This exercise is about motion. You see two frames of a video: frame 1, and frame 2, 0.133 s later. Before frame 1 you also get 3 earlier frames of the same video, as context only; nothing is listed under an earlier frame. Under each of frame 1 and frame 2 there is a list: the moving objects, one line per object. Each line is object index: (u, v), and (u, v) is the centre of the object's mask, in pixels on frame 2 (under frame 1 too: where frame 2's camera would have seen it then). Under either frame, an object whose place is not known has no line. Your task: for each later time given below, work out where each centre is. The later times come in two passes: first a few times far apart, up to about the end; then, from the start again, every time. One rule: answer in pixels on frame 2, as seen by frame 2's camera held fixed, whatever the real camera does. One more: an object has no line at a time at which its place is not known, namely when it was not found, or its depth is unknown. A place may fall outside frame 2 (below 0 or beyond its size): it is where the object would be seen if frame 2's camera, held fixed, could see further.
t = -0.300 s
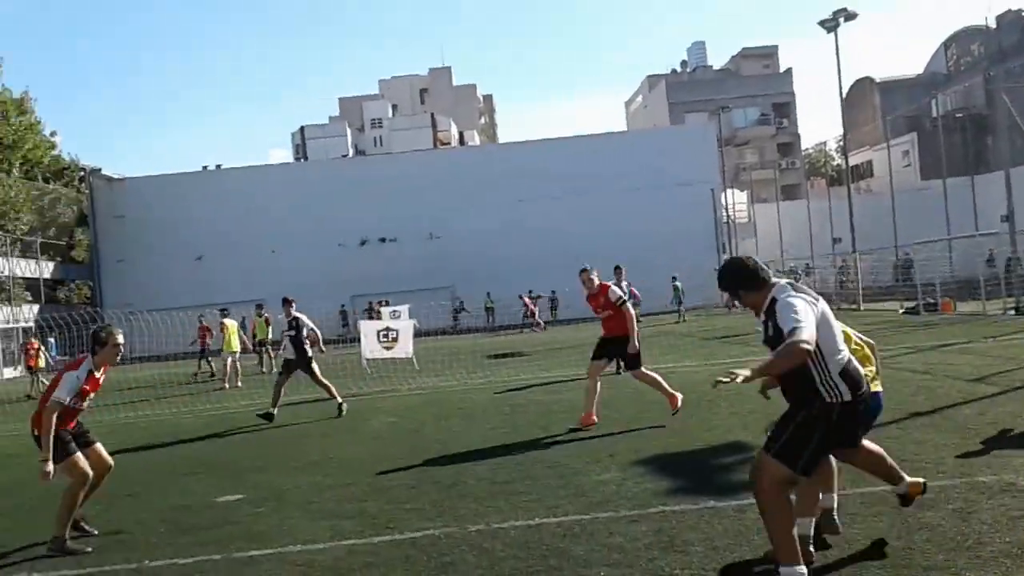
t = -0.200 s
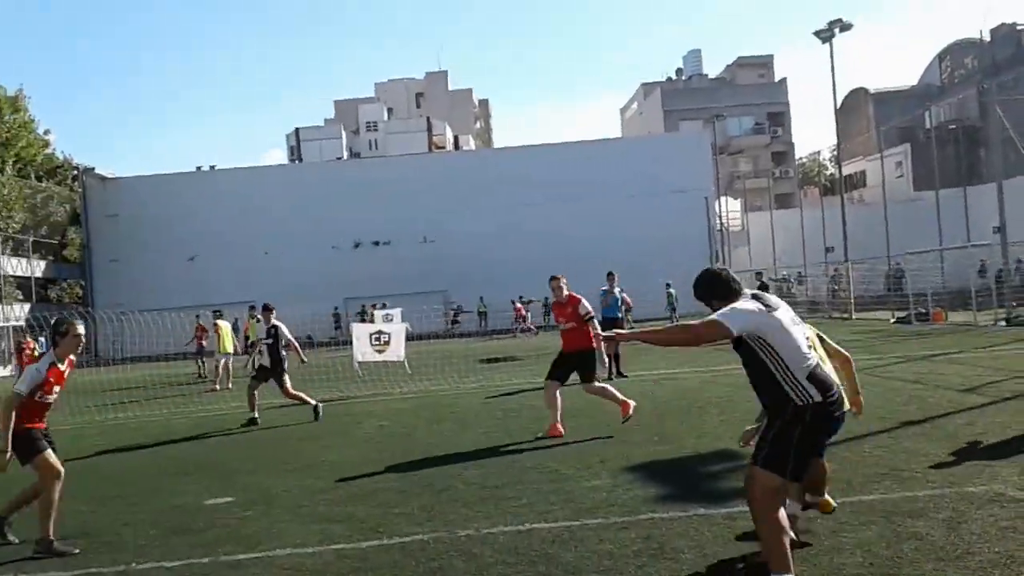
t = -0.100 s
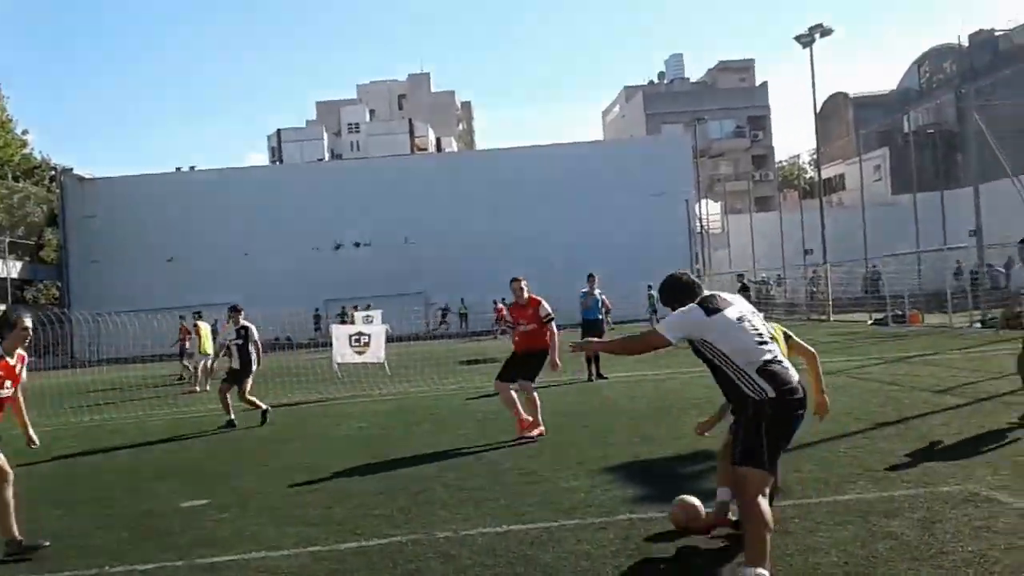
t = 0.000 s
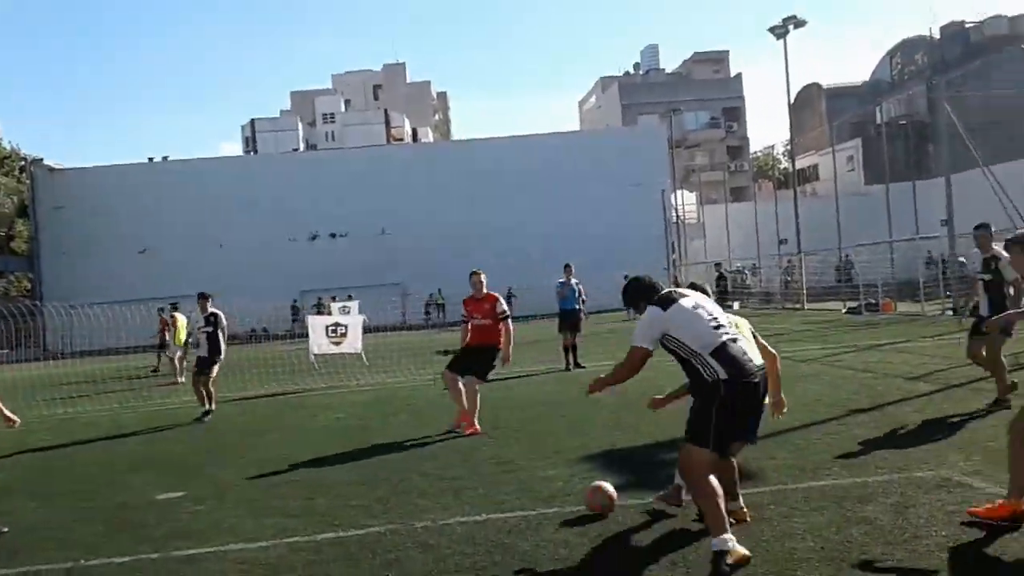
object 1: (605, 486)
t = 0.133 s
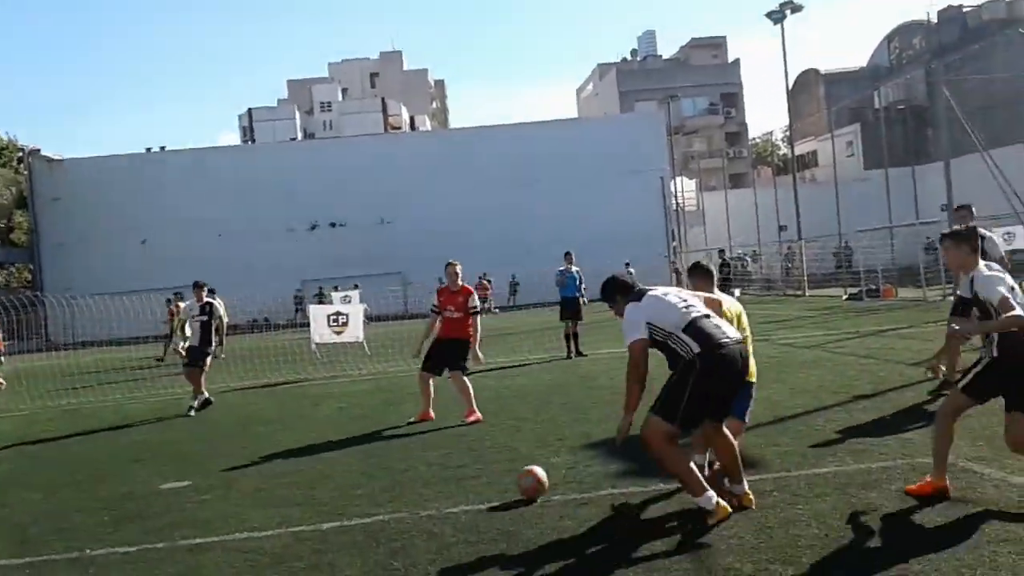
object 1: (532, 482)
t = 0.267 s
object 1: (470, 483)
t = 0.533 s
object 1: (364, 482)
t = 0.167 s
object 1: (516, 481)
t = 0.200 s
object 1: (501, 483)
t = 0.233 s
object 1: (485, 482)
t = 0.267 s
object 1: (470, 483)
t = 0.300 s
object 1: (456, 483)
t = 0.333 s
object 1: (443, 482)
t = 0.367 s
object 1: (428, 483)
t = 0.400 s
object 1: (415, 482)
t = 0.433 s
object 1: (400, 482)
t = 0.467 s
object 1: (387, 482)
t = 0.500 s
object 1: (375, 481)
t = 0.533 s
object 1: (364, 482)
